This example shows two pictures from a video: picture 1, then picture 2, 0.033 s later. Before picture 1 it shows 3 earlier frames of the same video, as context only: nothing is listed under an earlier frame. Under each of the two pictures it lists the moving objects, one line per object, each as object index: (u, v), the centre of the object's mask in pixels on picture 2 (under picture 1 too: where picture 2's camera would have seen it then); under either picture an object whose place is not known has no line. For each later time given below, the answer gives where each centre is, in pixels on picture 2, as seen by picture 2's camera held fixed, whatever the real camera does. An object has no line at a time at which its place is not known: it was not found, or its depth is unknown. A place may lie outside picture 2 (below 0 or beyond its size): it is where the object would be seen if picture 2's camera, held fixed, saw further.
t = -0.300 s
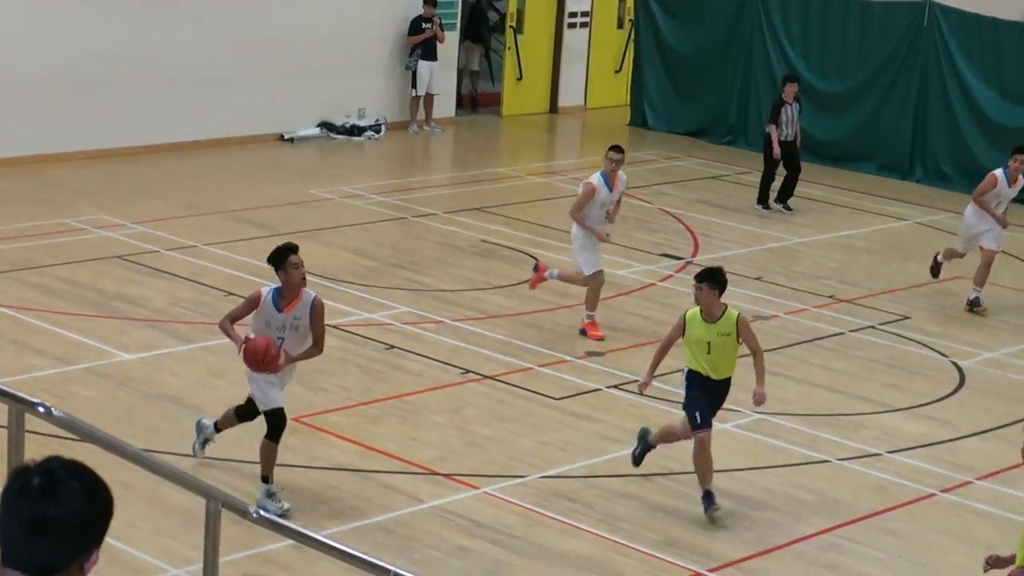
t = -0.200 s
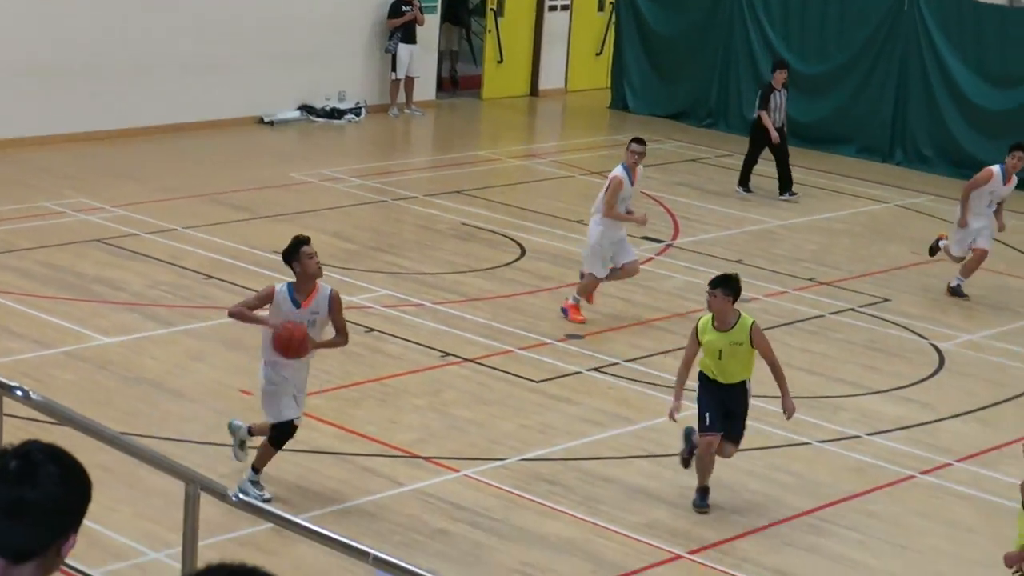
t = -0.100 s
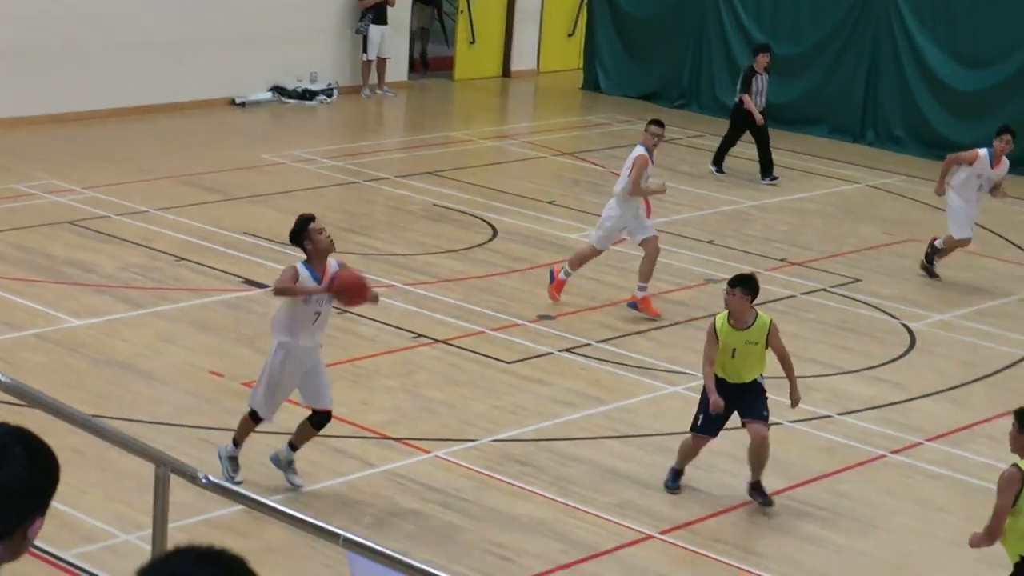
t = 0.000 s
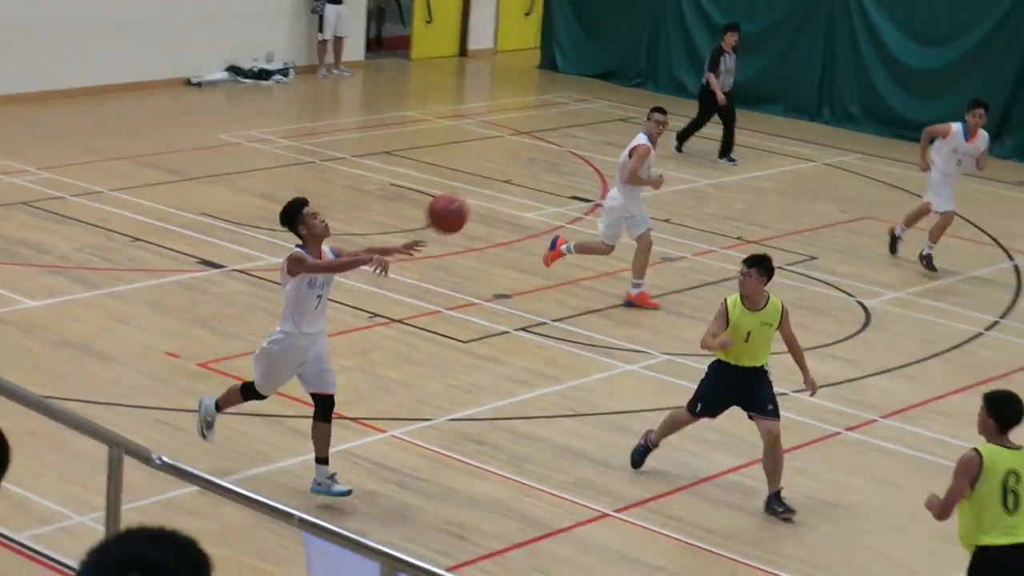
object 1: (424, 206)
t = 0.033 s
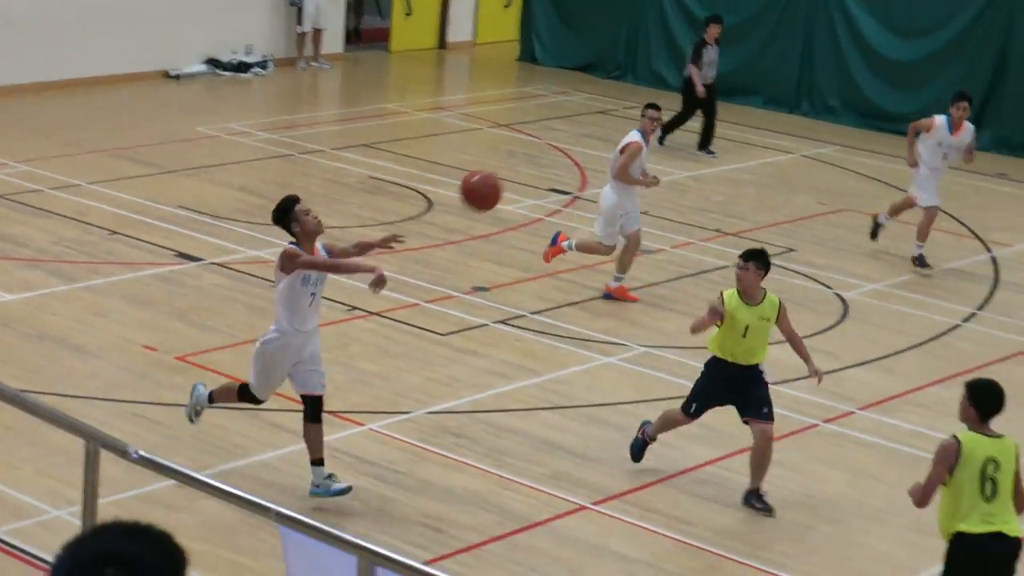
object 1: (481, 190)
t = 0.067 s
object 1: (538, 176)
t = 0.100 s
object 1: (597, 163)
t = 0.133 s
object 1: (660, 150)
